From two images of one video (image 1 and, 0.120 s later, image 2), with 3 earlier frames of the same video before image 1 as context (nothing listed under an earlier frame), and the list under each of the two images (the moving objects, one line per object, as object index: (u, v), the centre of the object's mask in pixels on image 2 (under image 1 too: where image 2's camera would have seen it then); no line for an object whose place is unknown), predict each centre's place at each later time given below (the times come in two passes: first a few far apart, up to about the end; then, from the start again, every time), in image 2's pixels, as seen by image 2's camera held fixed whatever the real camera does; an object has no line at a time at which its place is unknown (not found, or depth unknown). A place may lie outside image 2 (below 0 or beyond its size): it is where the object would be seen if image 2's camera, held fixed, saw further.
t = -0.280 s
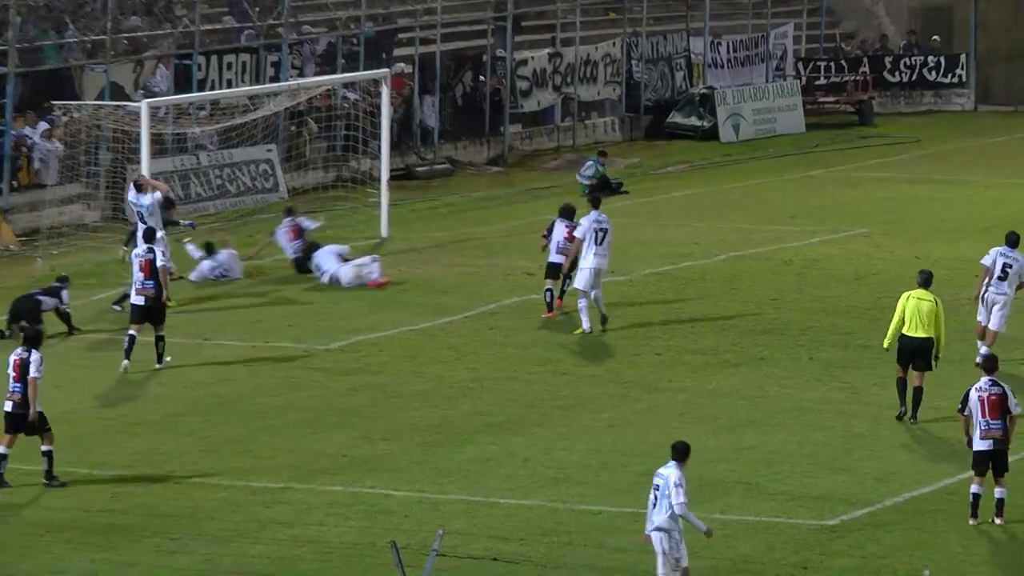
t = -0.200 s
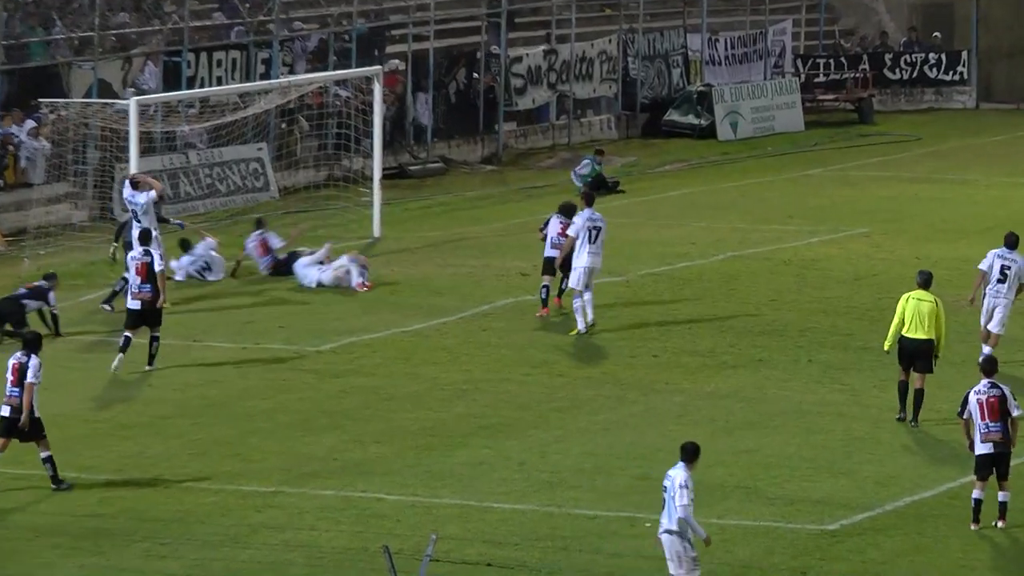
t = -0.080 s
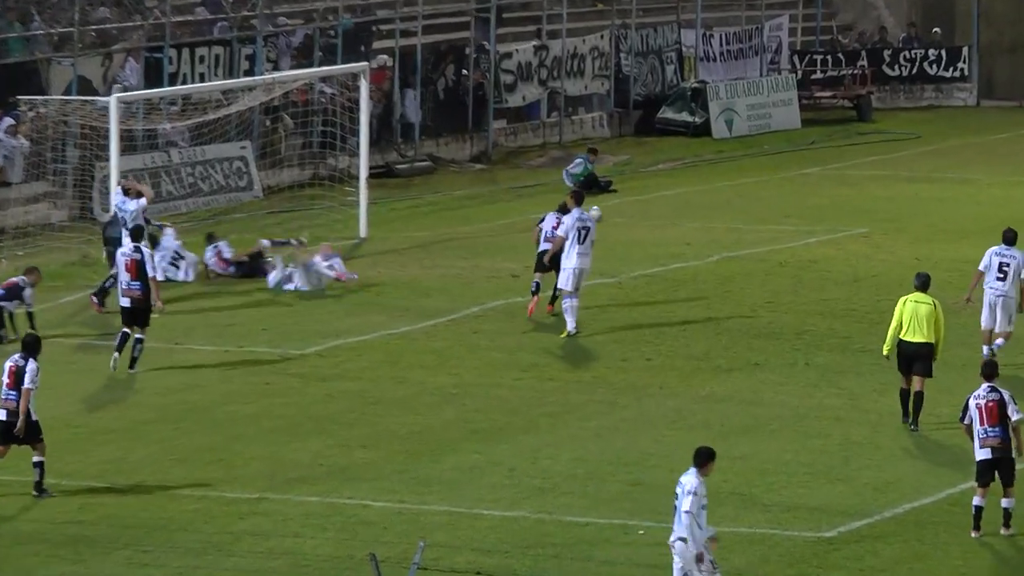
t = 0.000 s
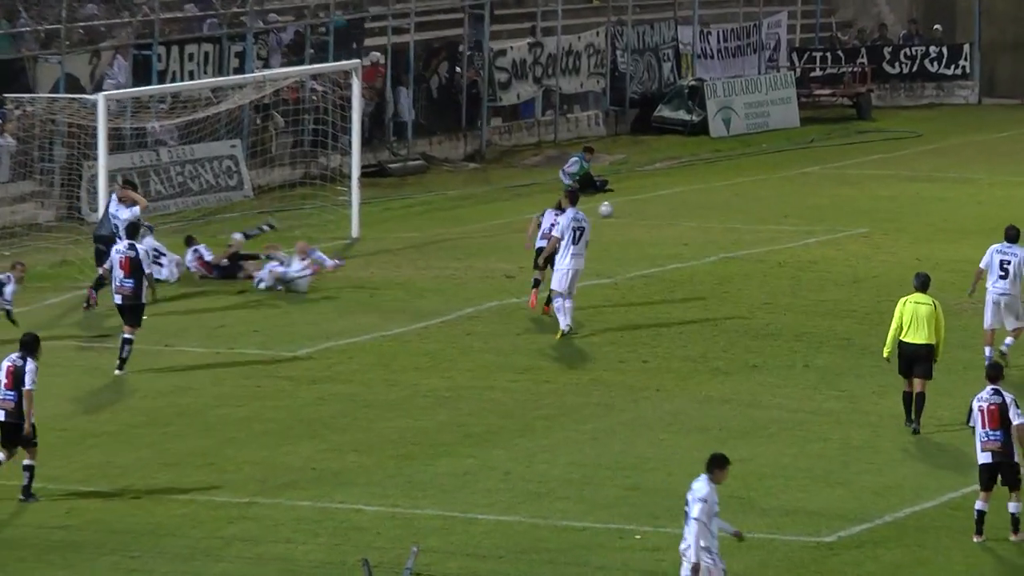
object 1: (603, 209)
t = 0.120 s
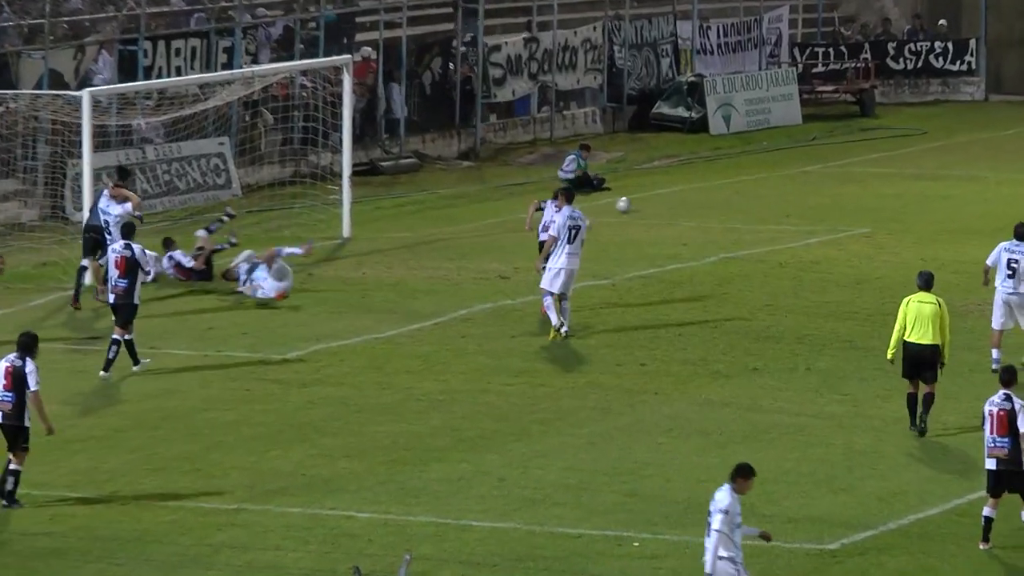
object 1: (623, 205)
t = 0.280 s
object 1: (647, 200)
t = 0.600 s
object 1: (688, 190)
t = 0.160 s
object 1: (629, 203)
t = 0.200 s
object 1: (635, 198)
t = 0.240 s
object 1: (641, 198)
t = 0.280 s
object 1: (647, 200)
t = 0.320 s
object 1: (652, 196)
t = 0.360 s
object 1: (658, 194)
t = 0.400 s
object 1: (664, 194)
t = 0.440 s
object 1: (670, 193)
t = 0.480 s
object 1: (674, 193)
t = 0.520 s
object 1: (679, 192)
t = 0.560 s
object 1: (684, 192)
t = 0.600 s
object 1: (688, 190)
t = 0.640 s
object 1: (692, 188)
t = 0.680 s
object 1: (697, 188)
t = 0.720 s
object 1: (701, 188)
